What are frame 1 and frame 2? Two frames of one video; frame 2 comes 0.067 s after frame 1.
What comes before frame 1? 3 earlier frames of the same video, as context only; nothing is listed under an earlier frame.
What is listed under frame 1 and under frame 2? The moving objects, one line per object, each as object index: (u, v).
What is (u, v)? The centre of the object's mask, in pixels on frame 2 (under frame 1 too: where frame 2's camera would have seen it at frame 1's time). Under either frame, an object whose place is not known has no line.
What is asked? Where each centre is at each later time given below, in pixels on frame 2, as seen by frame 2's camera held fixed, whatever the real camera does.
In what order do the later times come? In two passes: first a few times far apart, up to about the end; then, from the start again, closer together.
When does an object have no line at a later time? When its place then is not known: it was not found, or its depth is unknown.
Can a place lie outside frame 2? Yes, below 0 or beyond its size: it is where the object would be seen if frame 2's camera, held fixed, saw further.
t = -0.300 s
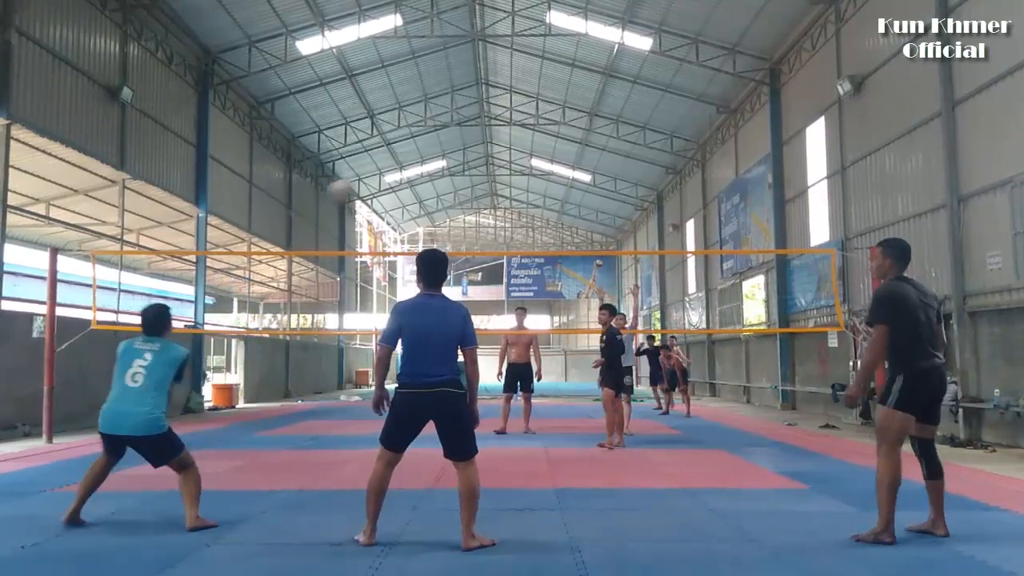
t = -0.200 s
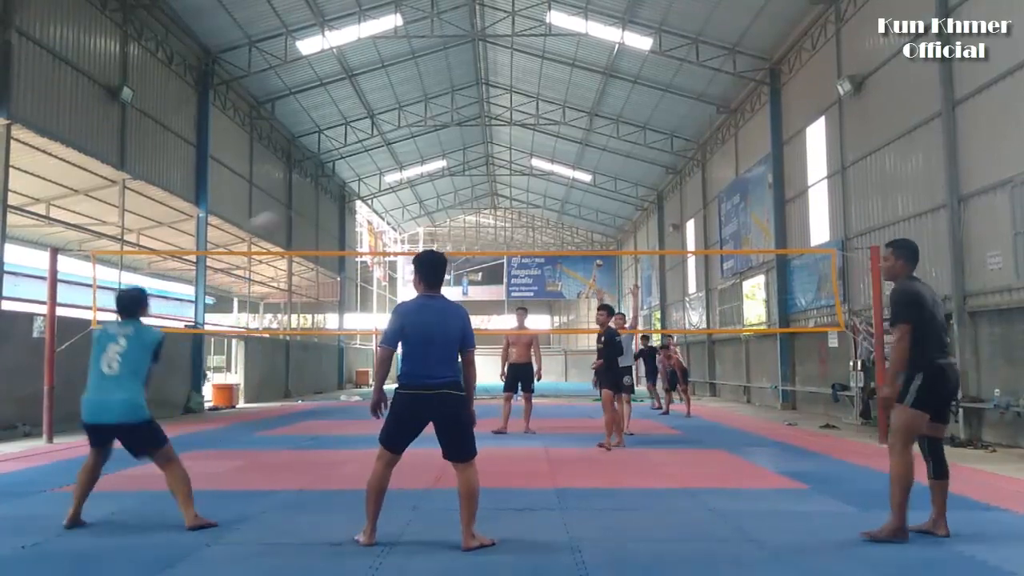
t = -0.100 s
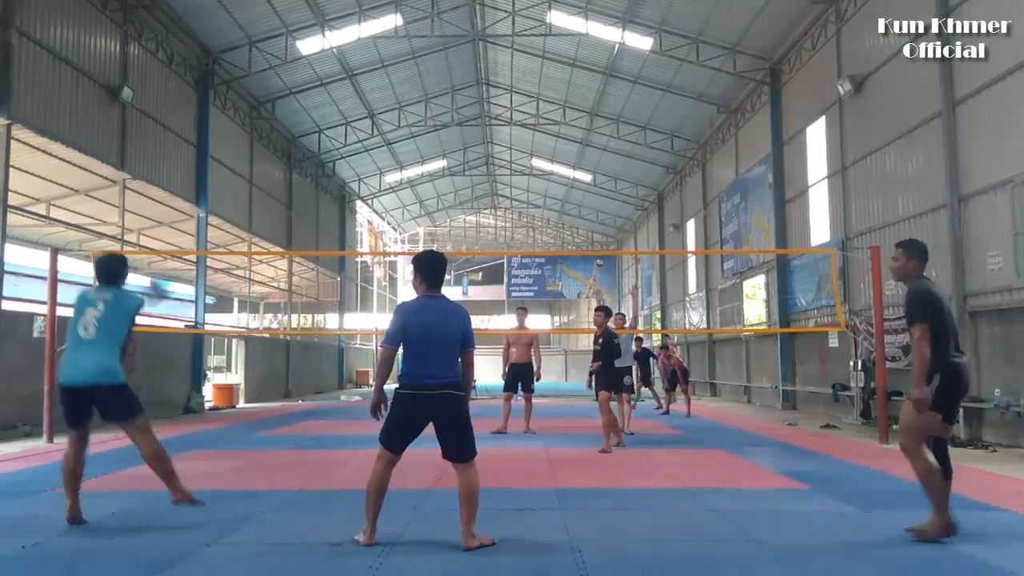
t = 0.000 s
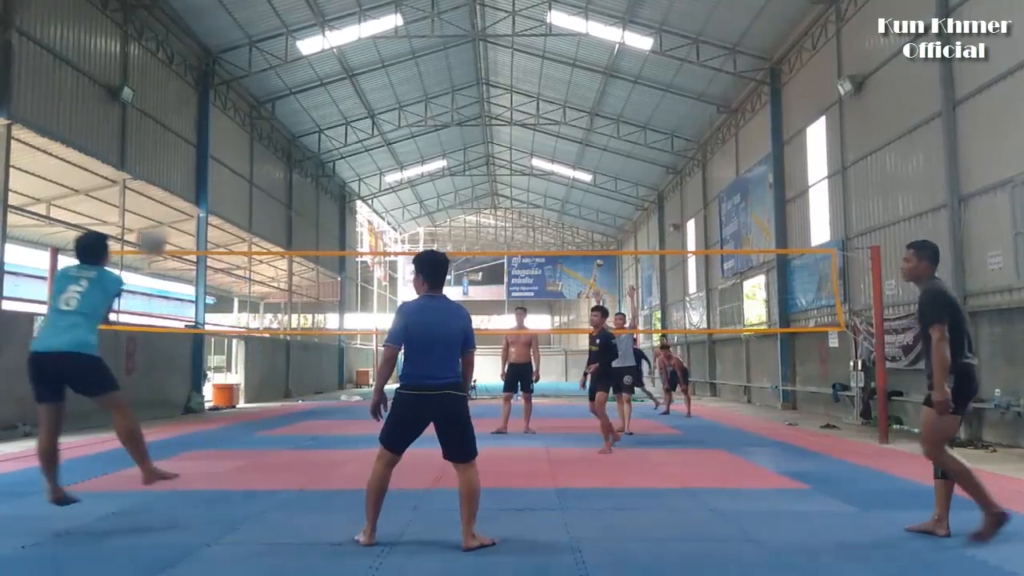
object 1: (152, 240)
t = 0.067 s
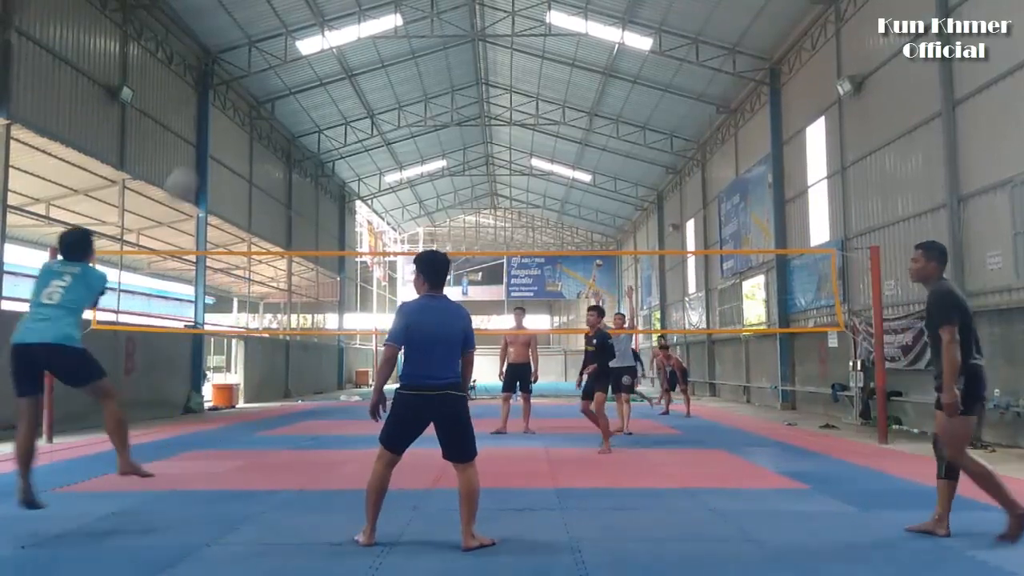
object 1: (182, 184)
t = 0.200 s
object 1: (234, 103)
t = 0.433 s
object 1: (305, 34)
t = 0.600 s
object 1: (342, 27)
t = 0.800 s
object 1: (379, 51)
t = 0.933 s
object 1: (402, 85)
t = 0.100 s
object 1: (193, 162)
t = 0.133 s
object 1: (207, 140)
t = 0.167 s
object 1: (221, 121)
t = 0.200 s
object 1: (234, 103)
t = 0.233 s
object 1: (244, 89)
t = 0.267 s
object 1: (256, 77)
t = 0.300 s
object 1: (267, 63)
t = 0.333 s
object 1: (275, 55)
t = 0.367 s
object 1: (284, 47)
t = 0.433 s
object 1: (305, 34)
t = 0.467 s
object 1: (312, 31)
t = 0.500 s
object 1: (321, 28)
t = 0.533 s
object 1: (328, 27)
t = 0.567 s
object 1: (335, 27)
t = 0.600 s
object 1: (342, 27)
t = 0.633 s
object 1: (349, 29)
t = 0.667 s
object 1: (357, 33)
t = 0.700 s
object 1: (364, 37)
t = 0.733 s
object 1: (368, 44)
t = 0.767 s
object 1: (375, 46)
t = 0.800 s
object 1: (379, 51)
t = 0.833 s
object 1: (387, 59)
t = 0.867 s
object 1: (392, 67)
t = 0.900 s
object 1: (398, 75)
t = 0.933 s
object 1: (402, 85)
